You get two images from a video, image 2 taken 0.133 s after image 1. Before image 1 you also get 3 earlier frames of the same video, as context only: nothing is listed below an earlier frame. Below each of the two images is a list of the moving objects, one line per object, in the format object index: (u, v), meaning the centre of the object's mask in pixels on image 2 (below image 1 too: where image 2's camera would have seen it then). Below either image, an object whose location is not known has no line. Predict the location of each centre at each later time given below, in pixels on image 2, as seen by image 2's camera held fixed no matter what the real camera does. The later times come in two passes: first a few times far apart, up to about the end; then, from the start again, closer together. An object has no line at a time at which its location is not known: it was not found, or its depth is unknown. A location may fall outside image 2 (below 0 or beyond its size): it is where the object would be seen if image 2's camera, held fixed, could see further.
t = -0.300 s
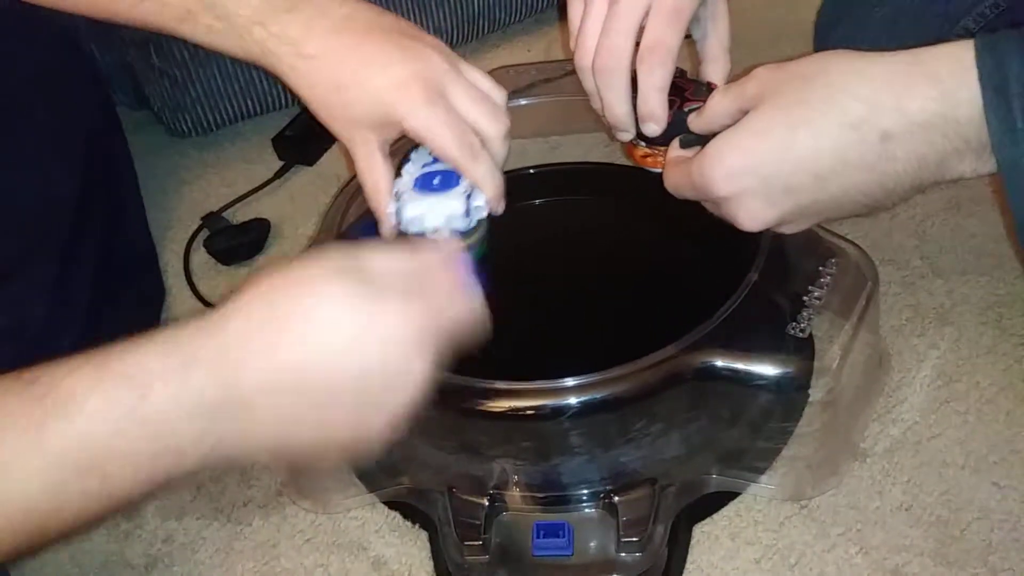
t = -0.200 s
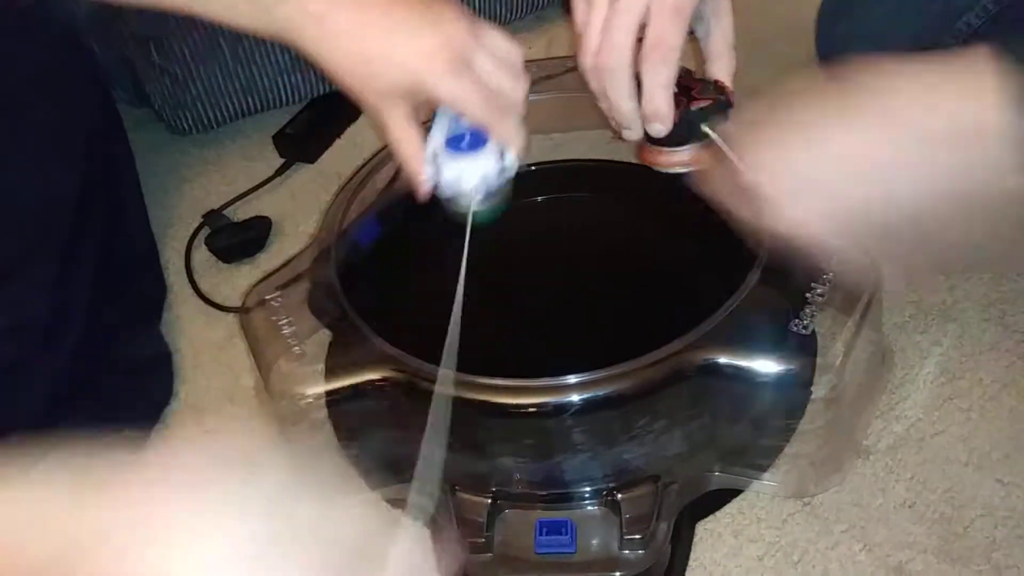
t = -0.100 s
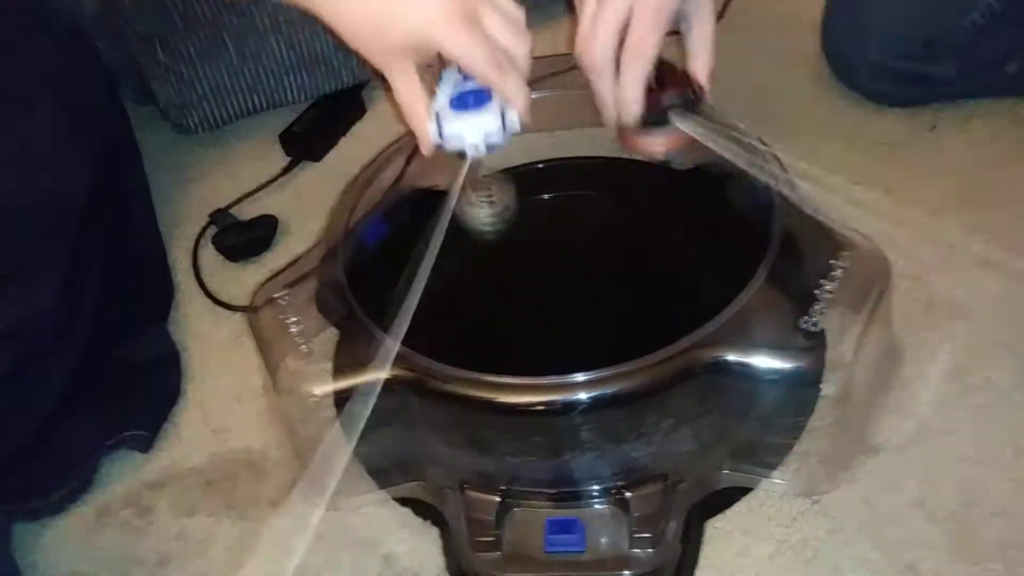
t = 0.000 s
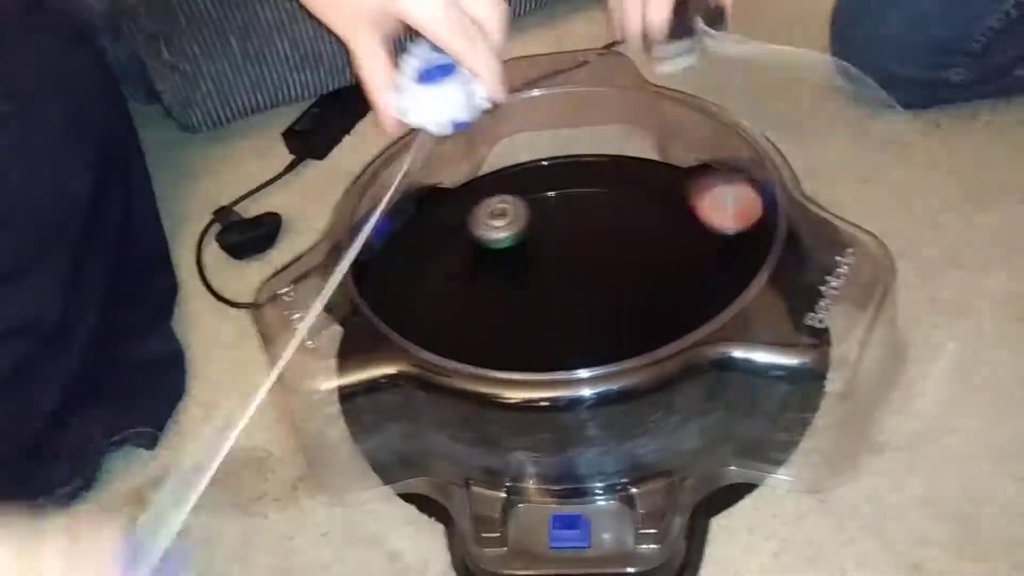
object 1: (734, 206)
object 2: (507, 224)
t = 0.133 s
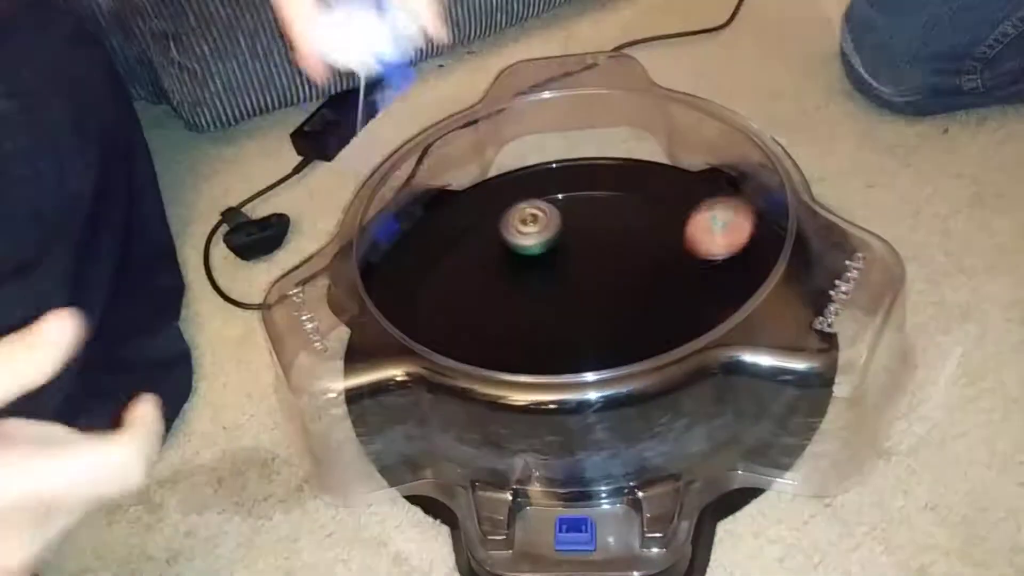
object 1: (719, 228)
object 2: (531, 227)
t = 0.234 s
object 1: (659, 253)
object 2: (546, 235)
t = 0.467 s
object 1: (621, 387)
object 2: (488, 191)
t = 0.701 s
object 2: (546, 274)
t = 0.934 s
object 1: (619, 407)
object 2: (578, 285)
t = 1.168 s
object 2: (584, 271)
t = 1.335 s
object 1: (583, 360)
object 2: (600, 282)
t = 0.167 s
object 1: (704, 239)
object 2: (536, 229)
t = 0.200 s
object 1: (684, 247)
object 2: (541, 232)
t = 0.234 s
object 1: (659, 253)
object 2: (546, 235)
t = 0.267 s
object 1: (632, 257)
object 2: (551, 239)
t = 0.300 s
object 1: (611, 269)
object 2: (547, 234)
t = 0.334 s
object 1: (613, 298)
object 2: (524, 213)
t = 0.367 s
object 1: (615, 324)
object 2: (505, 195)
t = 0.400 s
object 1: (615, 343)
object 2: (488, 180)
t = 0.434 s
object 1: (619, 369)
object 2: (483, 183)
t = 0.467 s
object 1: (621, 387)
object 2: (488, 191)
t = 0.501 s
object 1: (626, 404)
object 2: (493, 199)
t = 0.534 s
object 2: (498, 209)
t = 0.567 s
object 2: (505, 222)
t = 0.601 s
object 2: (515, 236)
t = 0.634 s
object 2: (524, 248)
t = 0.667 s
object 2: (535, 262)
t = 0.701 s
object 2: (546, 274)
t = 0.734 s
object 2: (556, 287)
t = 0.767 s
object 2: (566, 298)
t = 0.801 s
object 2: (573, 308)
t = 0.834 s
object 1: (610, 349)
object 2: (576, 313)
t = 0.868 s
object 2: (579, 308)
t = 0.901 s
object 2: (579, 296)
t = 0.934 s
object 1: (619, 407)
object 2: (578, 285)
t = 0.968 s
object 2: (578, 275)
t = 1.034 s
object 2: (577, 265)
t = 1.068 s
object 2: (578, 264)
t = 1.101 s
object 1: (615, 395)
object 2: (580, 266)
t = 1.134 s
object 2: (582, 268)
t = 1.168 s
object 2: (584, 271)
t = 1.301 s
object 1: (588, 358)
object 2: (598, 280)
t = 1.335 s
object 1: (583, 360)
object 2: (600, 282)
